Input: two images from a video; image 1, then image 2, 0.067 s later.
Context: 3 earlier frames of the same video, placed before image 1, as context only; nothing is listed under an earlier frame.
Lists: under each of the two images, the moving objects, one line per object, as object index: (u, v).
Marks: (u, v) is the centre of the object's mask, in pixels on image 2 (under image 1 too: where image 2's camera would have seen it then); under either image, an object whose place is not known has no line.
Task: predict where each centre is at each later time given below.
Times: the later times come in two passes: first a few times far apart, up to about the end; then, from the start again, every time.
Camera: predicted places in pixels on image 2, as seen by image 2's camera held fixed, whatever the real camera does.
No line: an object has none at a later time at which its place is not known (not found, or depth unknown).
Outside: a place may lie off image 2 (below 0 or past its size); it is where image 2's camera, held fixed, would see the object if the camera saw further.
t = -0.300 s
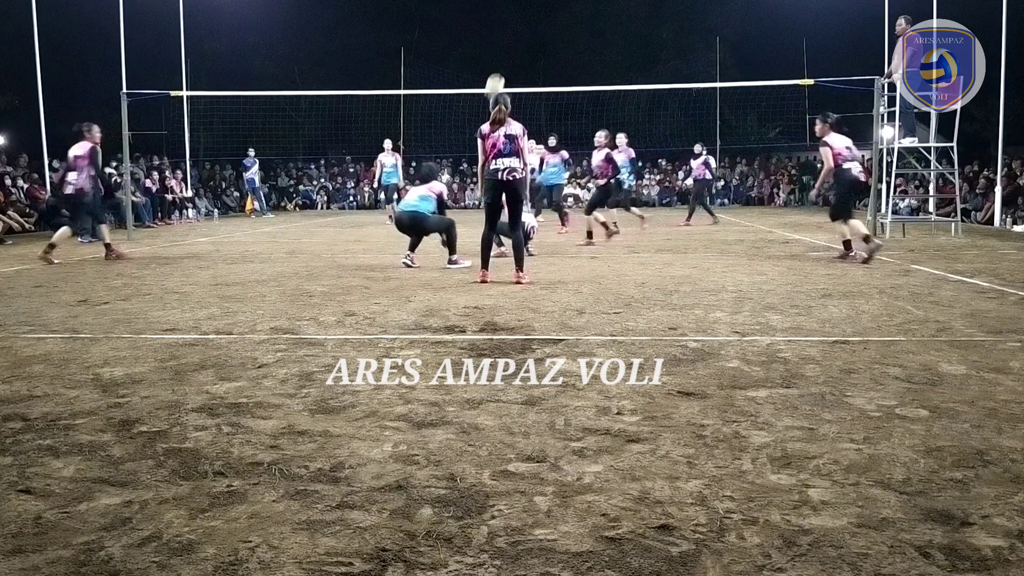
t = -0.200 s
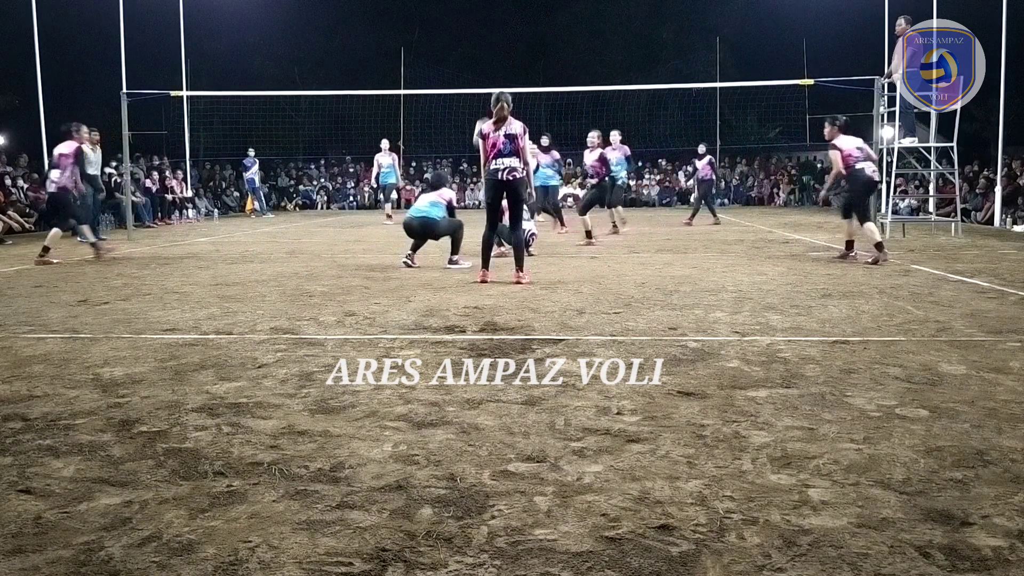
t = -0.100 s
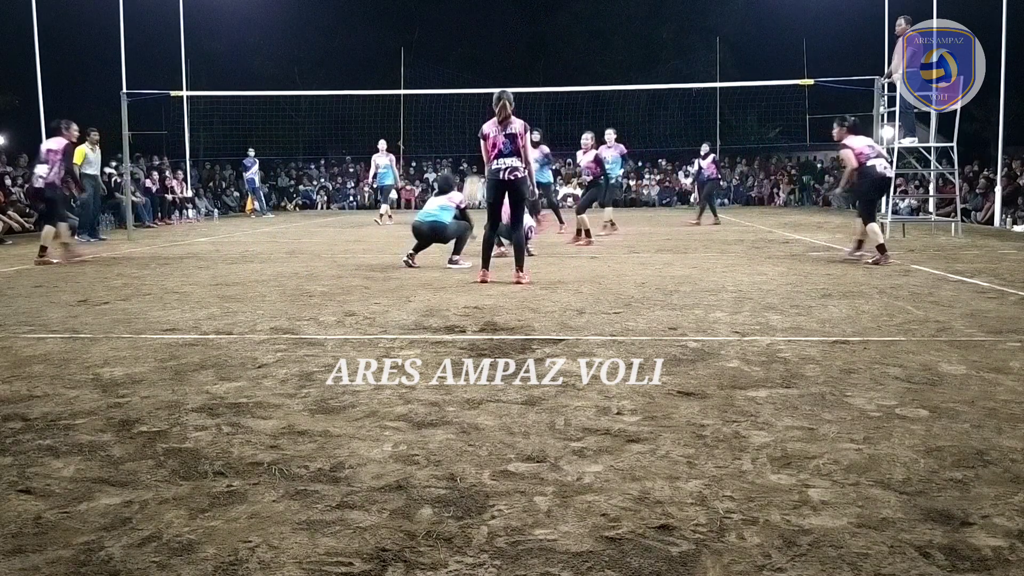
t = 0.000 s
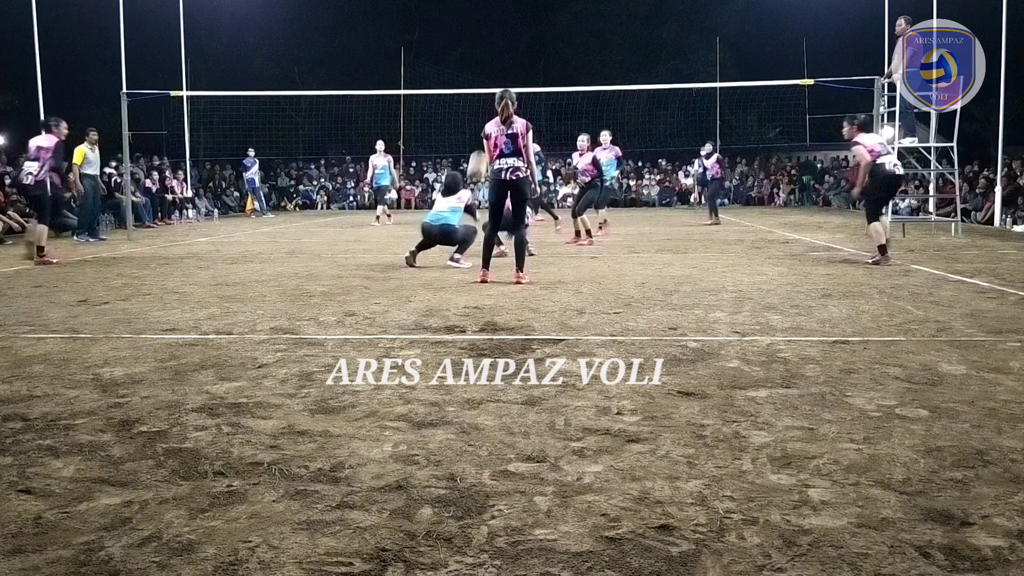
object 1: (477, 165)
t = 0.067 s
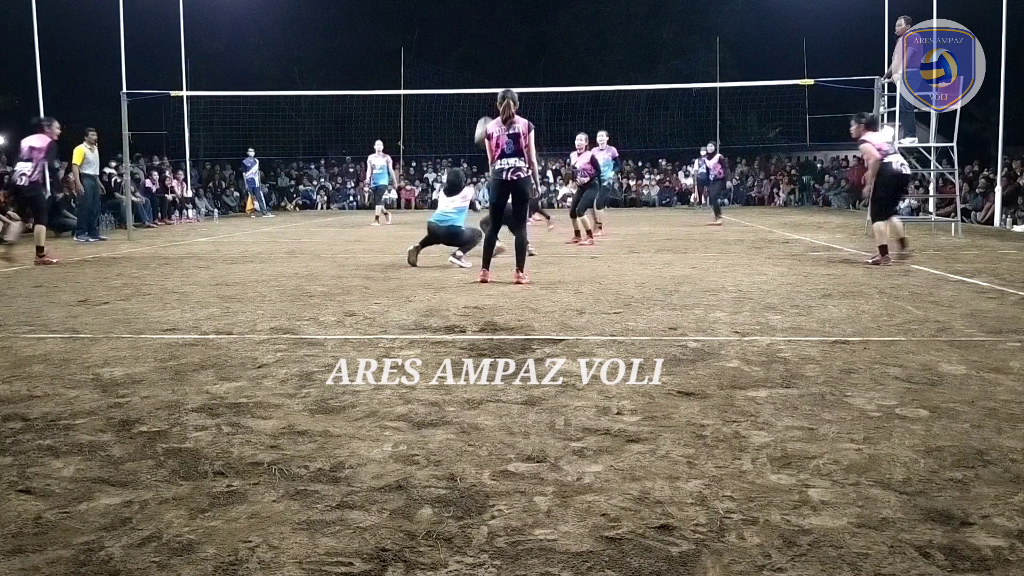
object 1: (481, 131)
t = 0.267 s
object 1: (506, 55)
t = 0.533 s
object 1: (531, 14)
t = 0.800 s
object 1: (553, 31)
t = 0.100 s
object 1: (487, 115)
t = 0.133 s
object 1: (491, 104)
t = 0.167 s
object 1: (495, 88)
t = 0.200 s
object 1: (499, 76)
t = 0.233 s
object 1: (502, 65)
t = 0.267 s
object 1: (506, 55)
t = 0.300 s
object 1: (509, 47)
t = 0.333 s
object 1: (512, 39)
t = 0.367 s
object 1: (516, 33)
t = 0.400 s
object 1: (519, 27)
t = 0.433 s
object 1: (522, 23)
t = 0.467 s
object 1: (525, 19)
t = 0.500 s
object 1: (528, 16)
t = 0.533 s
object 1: (531, 14)
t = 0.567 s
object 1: (534, 14)
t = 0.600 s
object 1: (537, 14)
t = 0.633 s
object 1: (539, 15)
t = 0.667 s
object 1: (542, 16)
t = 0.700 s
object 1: (545, 19)
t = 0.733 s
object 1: (548, 22)
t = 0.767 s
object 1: (550, 27)
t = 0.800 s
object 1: (553, 31)
